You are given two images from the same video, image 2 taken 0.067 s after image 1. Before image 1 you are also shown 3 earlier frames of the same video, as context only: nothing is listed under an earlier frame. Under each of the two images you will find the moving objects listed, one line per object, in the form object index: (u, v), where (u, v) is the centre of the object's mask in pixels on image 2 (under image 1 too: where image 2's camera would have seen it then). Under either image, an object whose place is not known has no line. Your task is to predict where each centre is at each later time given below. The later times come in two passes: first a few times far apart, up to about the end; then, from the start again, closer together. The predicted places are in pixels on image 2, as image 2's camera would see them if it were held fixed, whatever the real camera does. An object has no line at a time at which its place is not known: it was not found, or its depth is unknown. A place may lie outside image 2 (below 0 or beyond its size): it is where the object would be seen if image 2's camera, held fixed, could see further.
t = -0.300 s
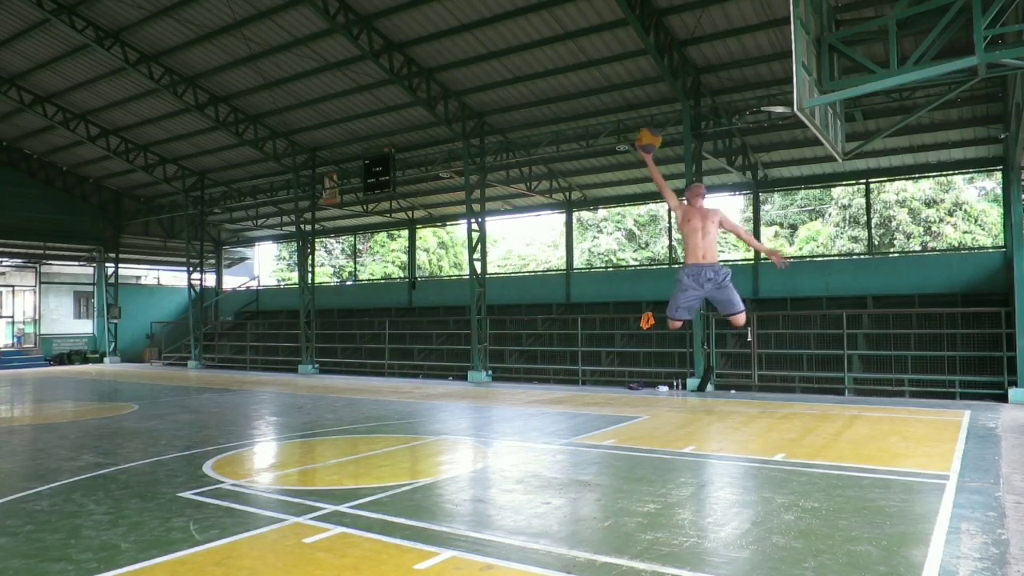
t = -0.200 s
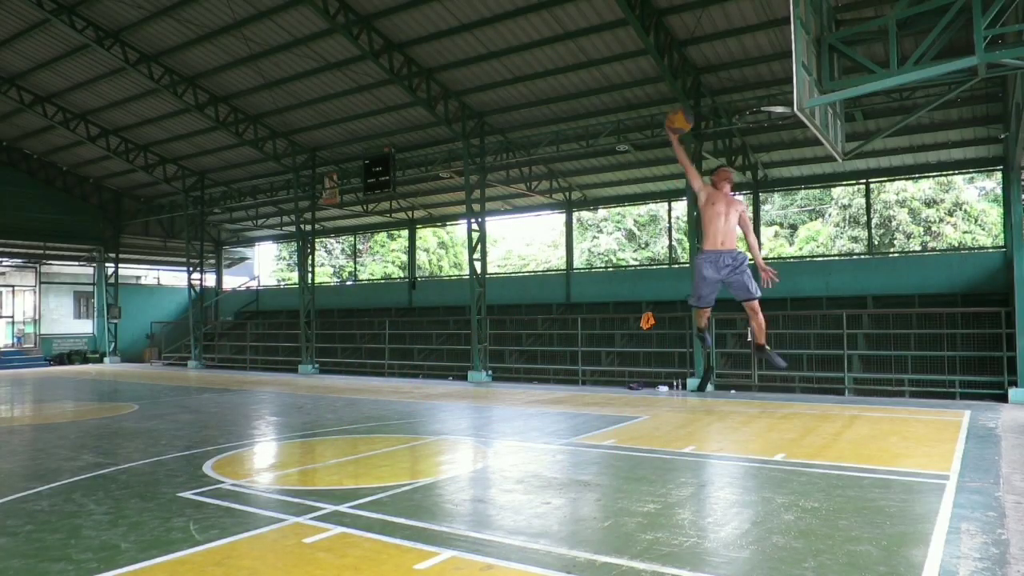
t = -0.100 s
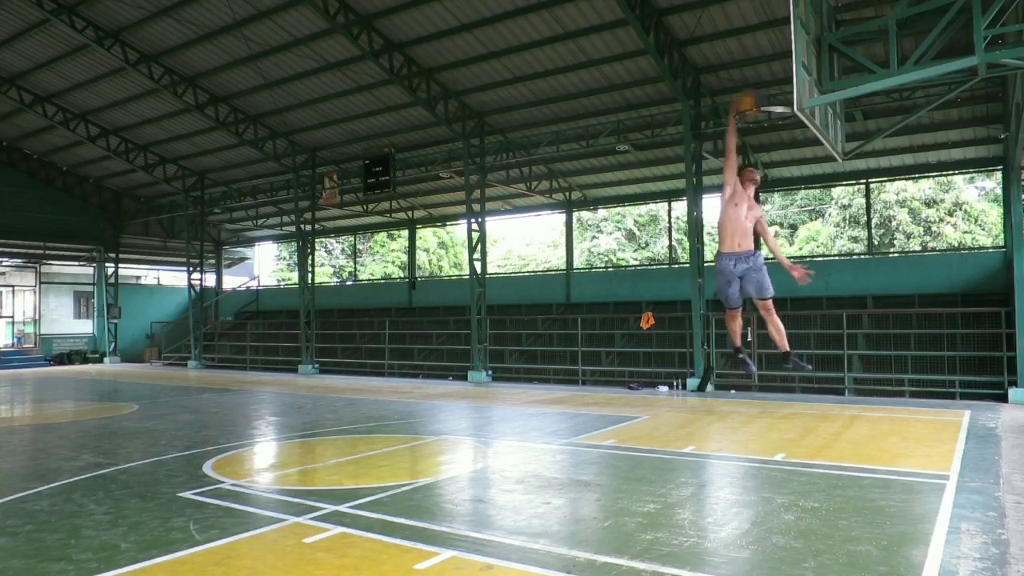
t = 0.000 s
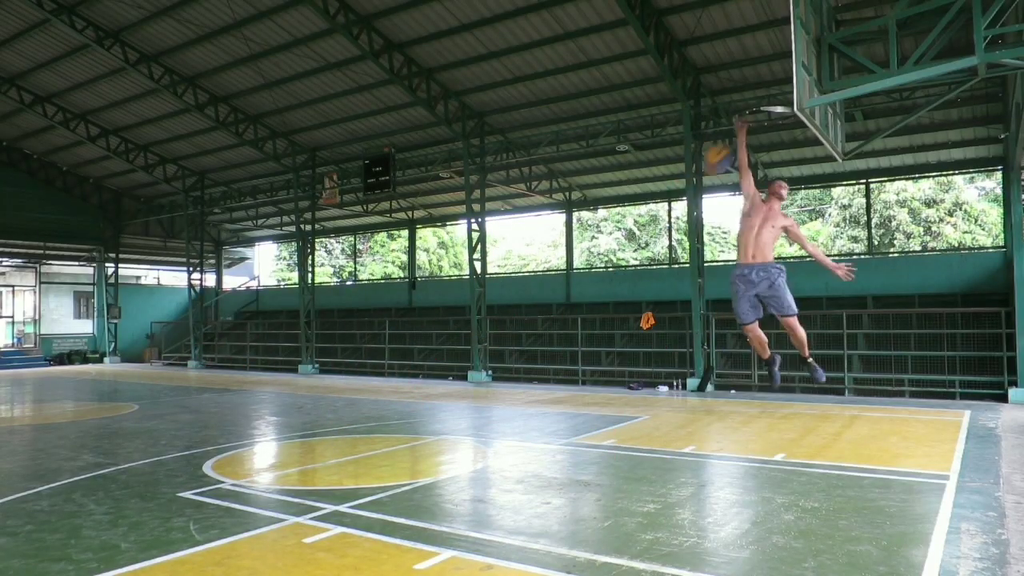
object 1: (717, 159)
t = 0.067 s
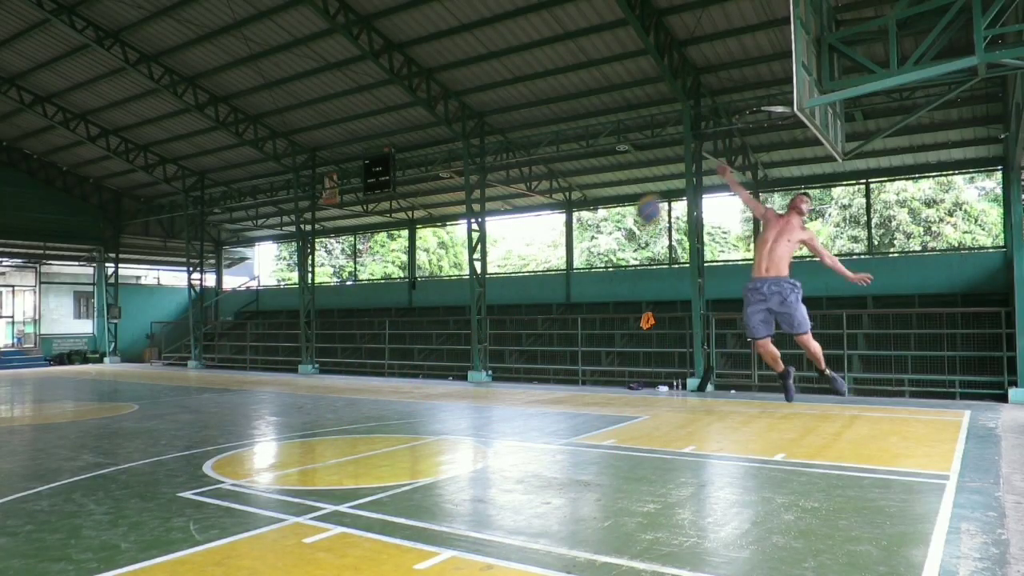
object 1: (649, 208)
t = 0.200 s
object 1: (526, 320)
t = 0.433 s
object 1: (363, 426)
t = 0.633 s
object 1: (280, 311)
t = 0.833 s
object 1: (209, 250)
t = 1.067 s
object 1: (136, 232)
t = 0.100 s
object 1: (616, 237)
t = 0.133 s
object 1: (586, 264)
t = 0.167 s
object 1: (555, 292)
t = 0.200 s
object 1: (526, 320)
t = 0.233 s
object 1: (498, 349)
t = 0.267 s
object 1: (469, 378)
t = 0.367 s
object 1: (393, 471)
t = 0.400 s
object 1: (376, 450)
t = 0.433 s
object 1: (363, 426)
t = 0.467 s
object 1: (348, 404)
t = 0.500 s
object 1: (333, 381)
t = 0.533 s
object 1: (319, 361)
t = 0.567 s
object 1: (306, 343)
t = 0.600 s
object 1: (293, 326)
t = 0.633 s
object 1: (280, 311)
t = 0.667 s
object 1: (267, 299)
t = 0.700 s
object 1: (255, 285)
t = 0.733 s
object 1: (243, 274)
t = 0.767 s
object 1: (232, 266)
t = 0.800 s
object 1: (219, 257)
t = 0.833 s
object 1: (209, 250)
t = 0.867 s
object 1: (199, 245)
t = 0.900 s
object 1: (188, 240)
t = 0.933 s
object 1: (177, 236)
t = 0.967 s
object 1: (166, 234)
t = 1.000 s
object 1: (156, 233)
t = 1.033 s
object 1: (147, 232)
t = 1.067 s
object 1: (136, 232)
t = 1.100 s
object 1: (127, 235)
